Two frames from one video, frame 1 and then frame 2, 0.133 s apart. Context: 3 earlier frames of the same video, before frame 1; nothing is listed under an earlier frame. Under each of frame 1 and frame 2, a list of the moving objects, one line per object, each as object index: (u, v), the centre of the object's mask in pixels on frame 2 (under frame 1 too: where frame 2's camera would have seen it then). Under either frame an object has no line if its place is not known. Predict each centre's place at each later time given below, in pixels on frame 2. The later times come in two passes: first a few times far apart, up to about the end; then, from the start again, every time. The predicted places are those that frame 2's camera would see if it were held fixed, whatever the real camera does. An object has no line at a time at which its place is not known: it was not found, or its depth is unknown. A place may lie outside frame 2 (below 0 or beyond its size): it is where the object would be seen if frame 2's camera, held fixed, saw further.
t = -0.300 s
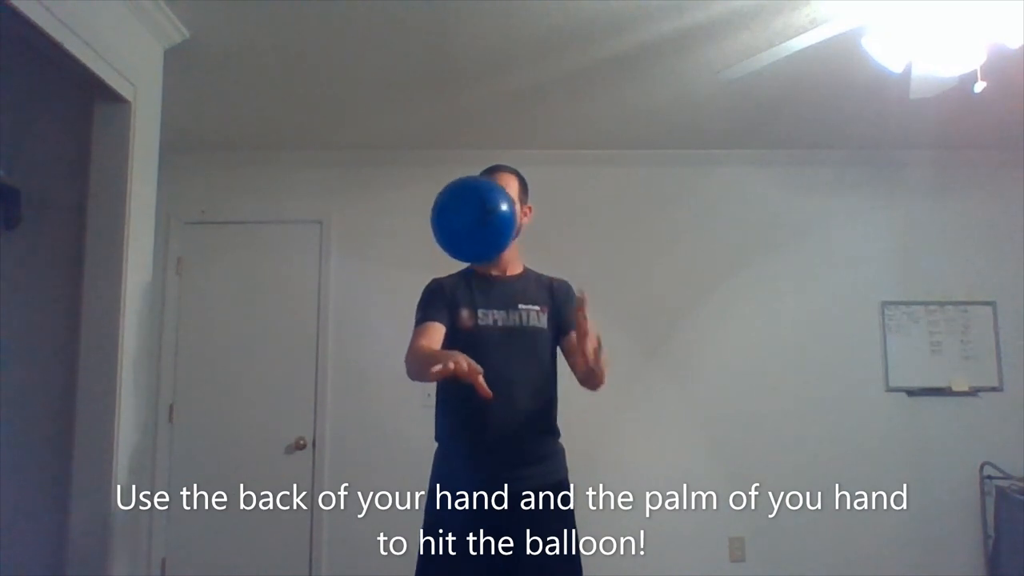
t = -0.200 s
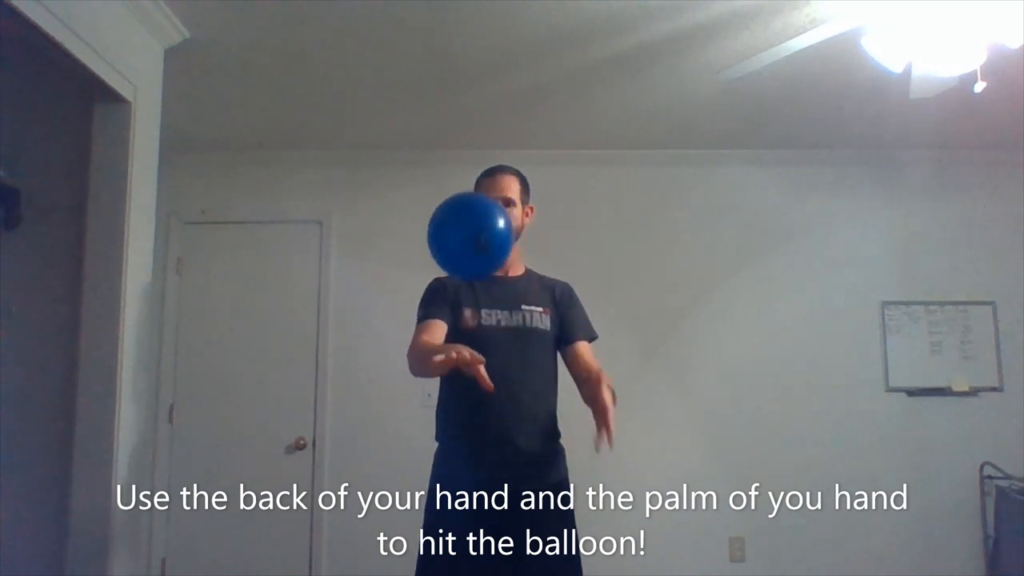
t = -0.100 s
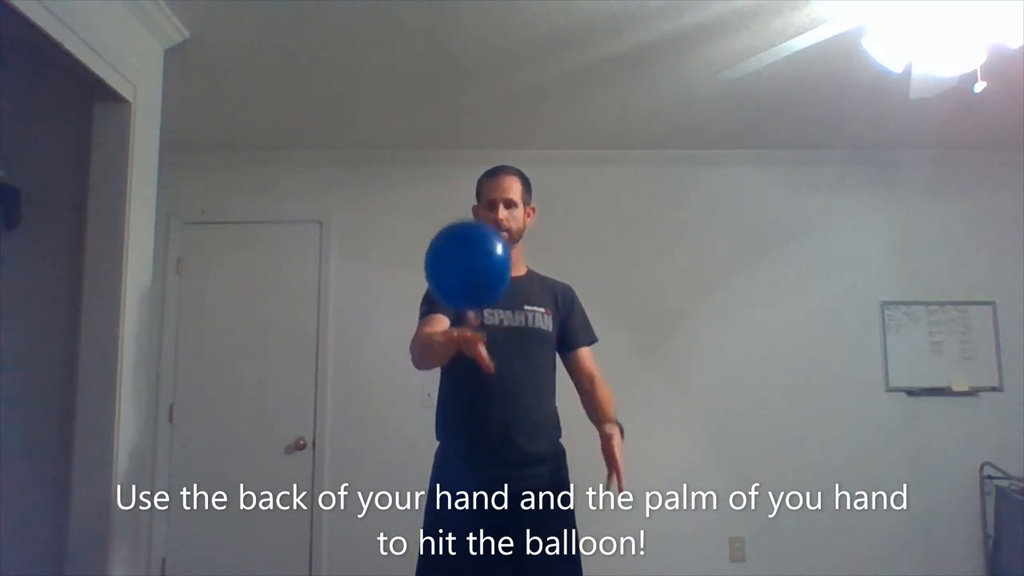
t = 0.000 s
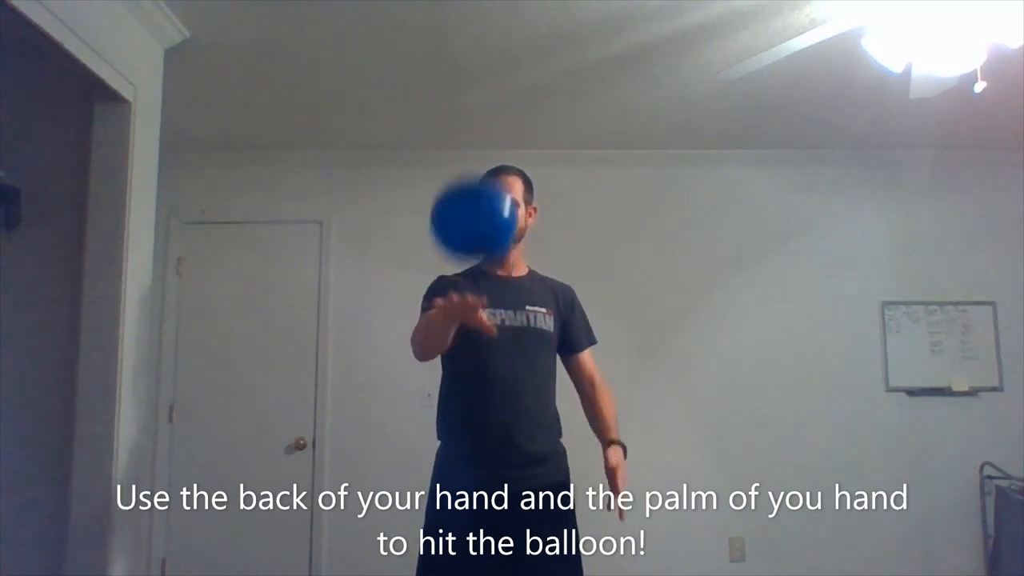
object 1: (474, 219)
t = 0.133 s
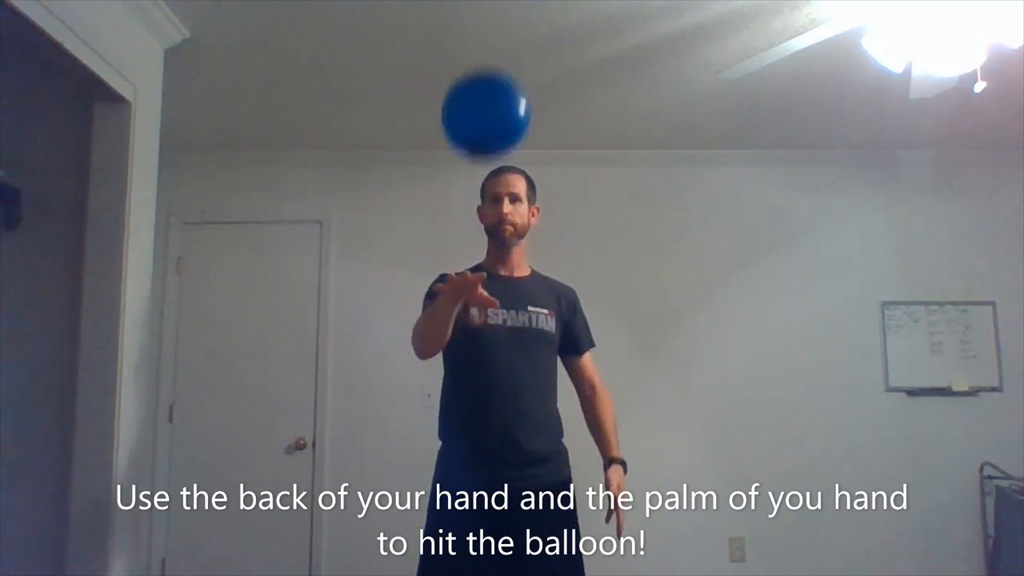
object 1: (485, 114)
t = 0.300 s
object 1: (499, 34)
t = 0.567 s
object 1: (512, 15)
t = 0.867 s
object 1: (518, 54)
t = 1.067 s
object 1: (518, 165)
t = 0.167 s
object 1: (488, 93)
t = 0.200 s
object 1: (491, 74)
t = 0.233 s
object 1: (493, 56)
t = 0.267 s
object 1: (496, 43)
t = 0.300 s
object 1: (499, 34)
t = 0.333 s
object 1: (501, 28)
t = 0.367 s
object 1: (503, 24)
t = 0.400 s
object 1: (505, 20)
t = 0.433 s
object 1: (507, 18)
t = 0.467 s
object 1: (508, 16)
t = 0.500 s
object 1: (509, 16)
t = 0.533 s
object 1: (511, 15)
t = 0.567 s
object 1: (512, 15)
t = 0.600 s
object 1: (513, 16)
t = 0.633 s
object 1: (514, 18)
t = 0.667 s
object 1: (515, 20)
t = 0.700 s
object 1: (516, 23)
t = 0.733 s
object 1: (516, 26)
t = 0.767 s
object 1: (517, 31)
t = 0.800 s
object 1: (518, 36)
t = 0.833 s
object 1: (518, 43)
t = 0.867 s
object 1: (518, 54)
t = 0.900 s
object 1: (518, 69)
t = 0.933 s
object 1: (519, 85)
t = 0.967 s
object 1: (519, 102)
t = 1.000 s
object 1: (518, 122)
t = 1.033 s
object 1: (518, 143)
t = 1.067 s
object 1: (518, 165)
